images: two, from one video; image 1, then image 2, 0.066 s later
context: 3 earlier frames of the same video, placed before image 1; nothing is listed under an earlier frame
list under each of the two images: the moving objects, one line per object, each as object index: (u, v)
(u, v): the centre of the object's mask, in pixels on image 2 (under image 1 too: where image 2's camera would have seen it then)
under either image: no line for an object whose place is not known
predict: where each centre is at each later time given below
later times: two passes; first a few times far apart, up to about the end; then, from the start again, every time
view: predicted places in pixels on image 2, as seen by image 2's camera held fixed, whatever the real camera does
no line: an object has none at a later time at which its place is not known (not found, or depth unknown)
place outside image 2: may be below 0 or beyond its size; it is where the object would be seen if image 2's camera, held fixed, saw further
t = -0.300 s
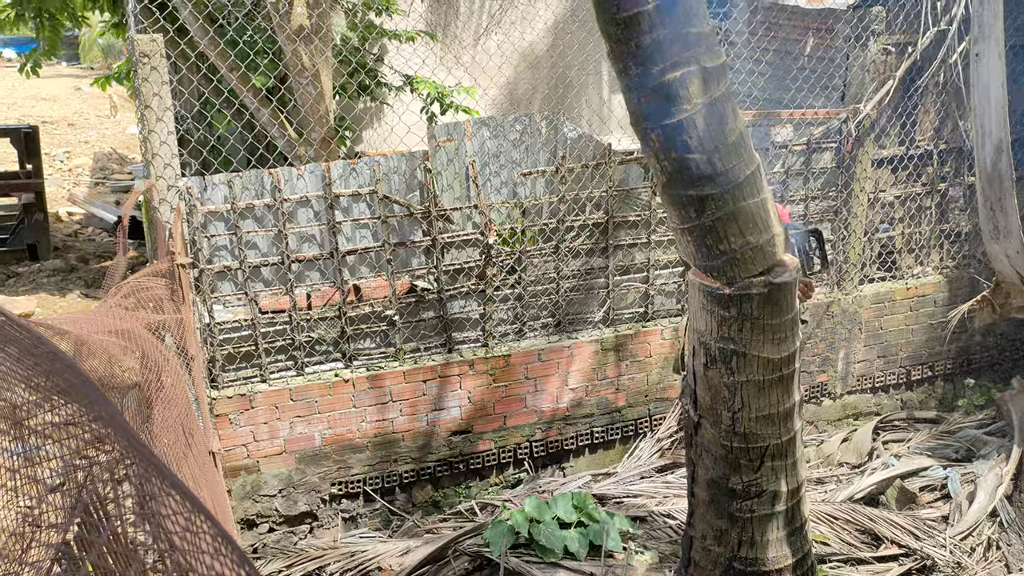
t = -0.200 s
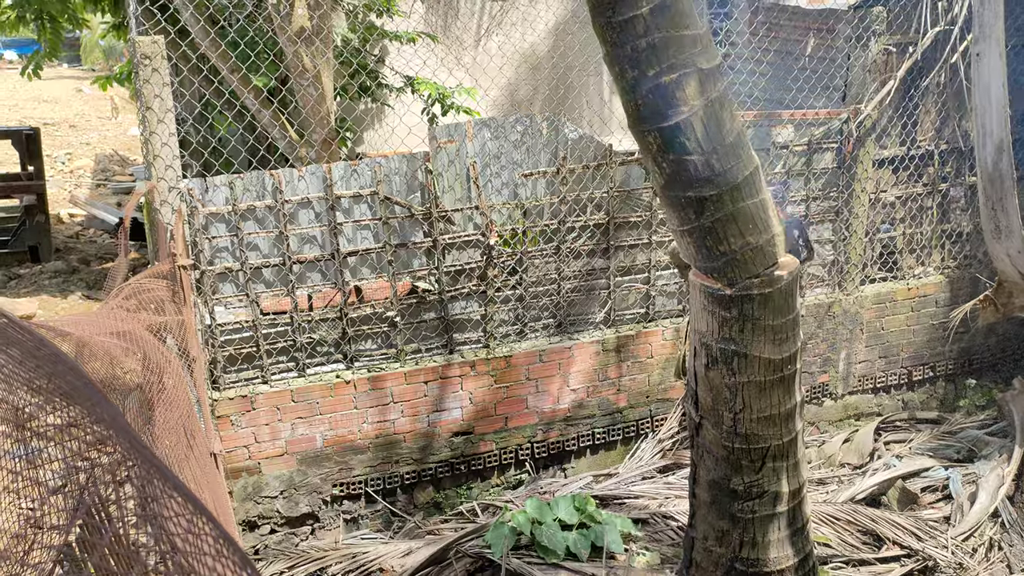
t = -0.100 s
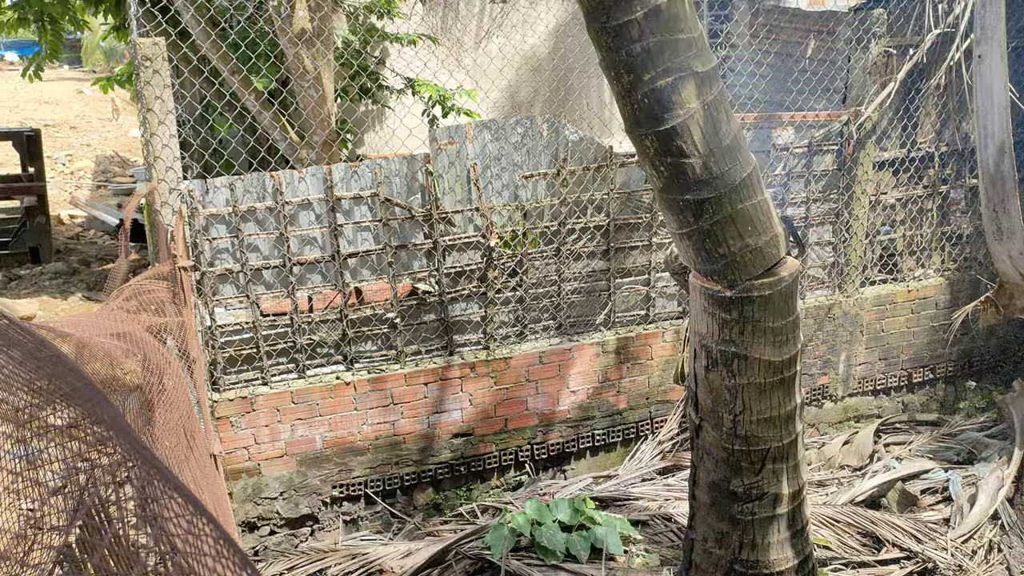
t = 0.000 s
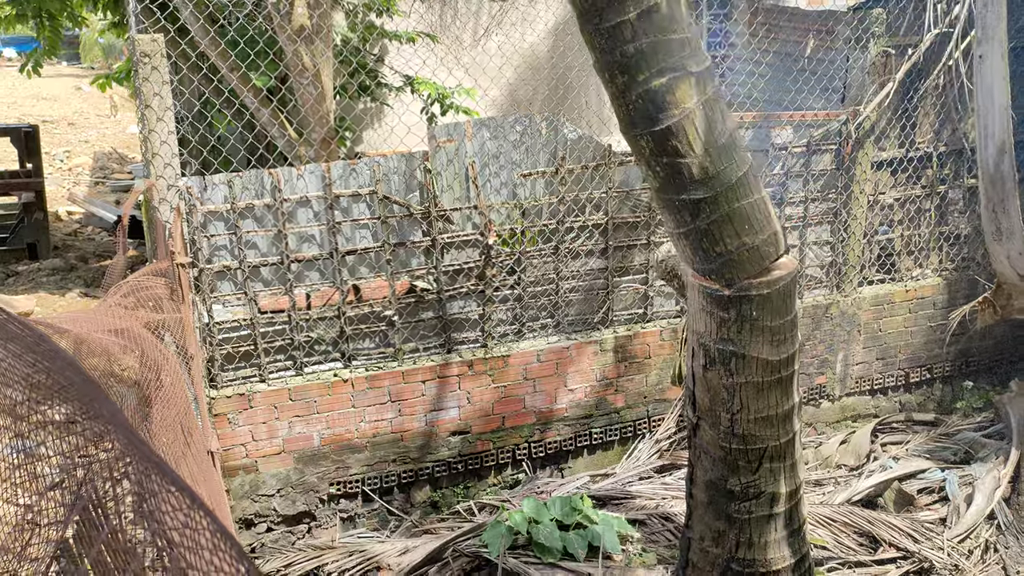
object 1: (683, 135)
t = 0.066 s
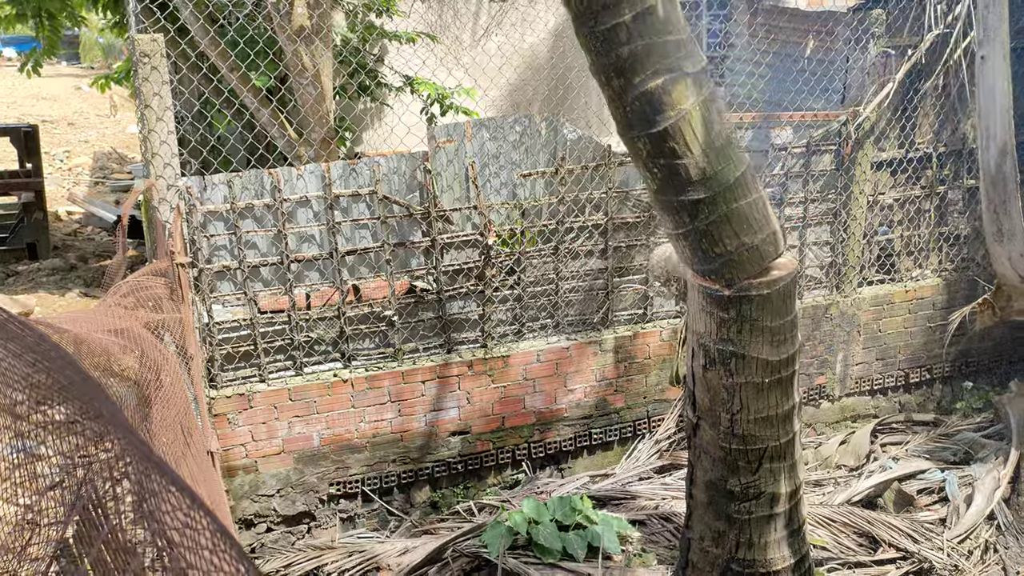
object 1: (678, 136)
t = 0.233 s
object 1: (668, 134)
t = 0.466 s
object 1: (650, 135)
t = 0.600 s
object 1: (632, 139)
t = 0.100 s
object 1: (678, 136)
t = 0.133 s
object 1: (676, 135)
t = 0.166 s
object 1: (673, 135)
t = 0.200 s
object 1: (671, 134)
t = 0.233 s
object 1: (668, 134)
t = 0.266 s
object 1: (667, 133)
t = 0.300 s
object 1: (665, 133)
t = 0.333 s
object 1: (662, 133)
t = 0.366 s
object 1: (659, 133)
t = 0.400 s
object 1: (656, 134)
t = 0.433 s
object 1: (656, 133)
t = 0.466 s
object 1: (650, 135)
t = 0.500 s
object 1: (646, 137)
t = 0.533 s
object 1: (644, 137)
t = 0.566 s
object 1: (638, 138)
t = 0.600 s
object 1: (632, 139)
